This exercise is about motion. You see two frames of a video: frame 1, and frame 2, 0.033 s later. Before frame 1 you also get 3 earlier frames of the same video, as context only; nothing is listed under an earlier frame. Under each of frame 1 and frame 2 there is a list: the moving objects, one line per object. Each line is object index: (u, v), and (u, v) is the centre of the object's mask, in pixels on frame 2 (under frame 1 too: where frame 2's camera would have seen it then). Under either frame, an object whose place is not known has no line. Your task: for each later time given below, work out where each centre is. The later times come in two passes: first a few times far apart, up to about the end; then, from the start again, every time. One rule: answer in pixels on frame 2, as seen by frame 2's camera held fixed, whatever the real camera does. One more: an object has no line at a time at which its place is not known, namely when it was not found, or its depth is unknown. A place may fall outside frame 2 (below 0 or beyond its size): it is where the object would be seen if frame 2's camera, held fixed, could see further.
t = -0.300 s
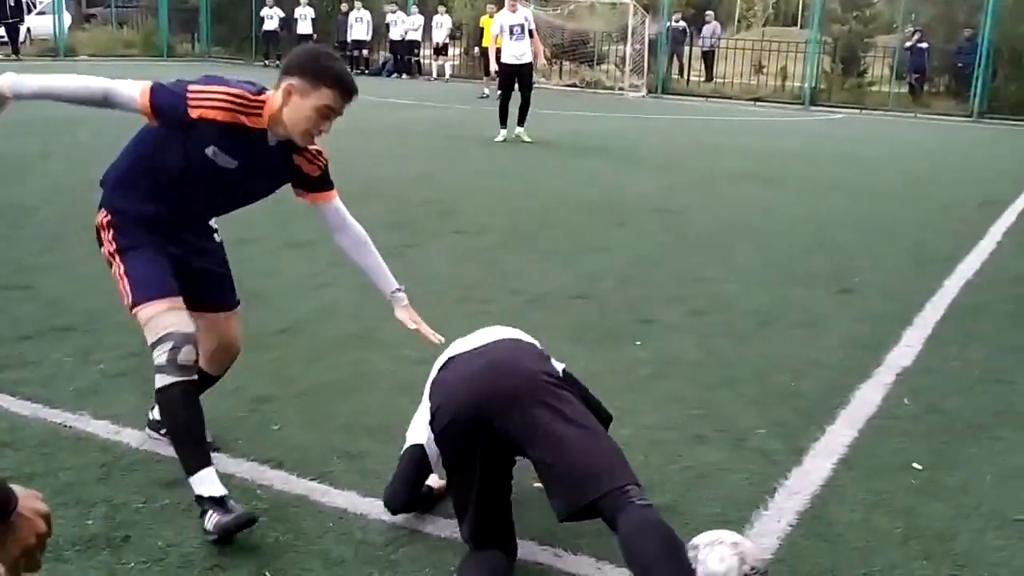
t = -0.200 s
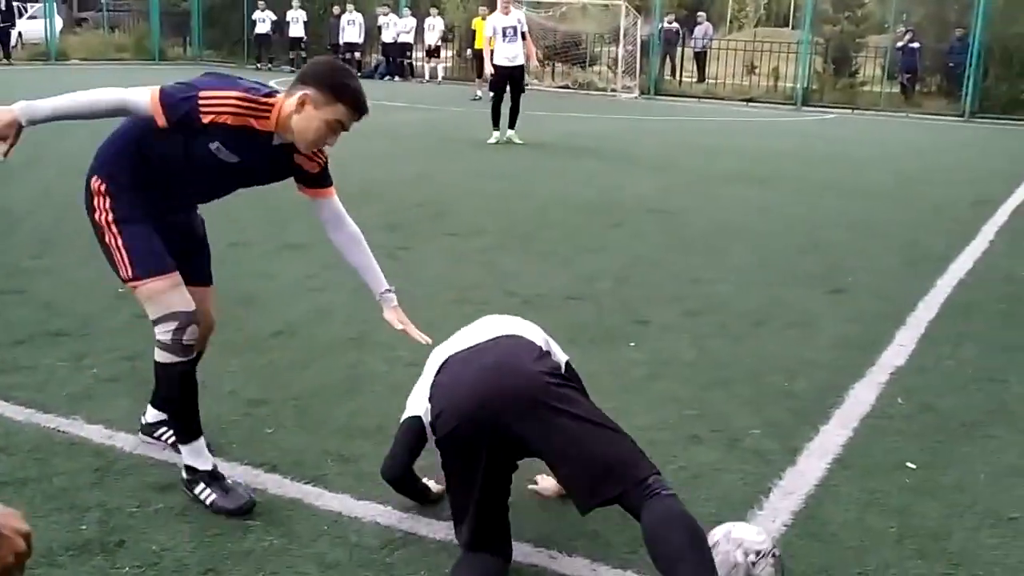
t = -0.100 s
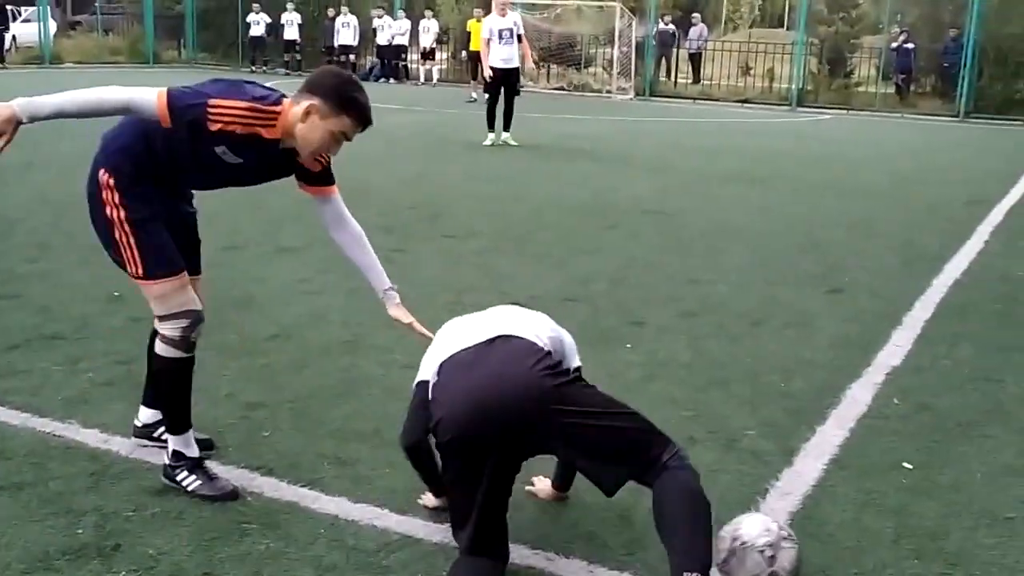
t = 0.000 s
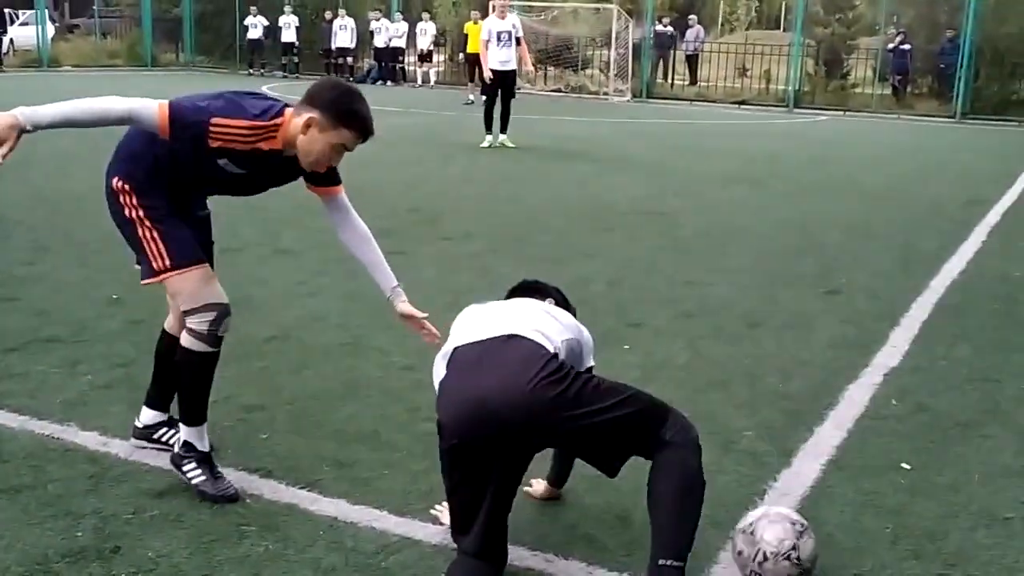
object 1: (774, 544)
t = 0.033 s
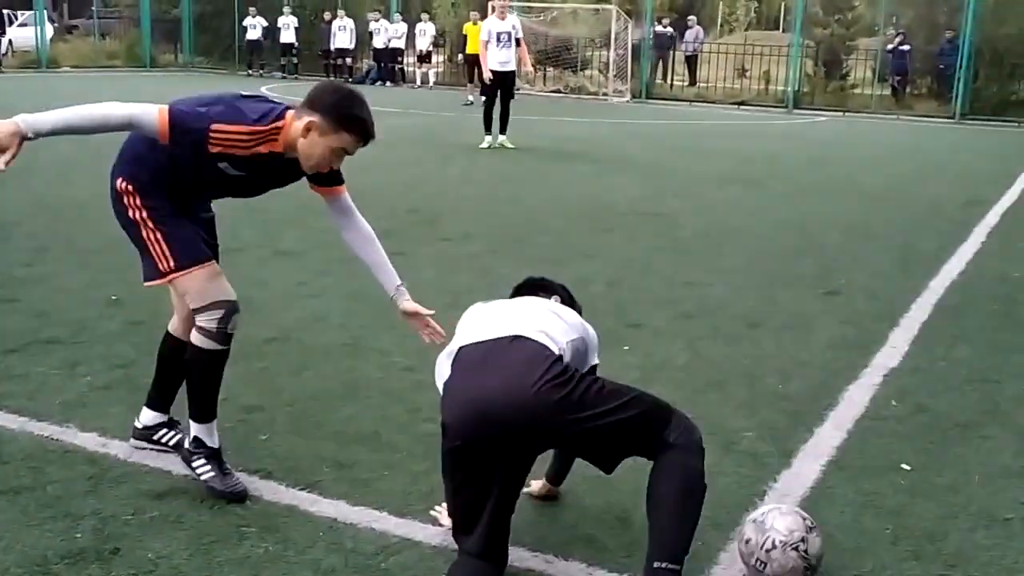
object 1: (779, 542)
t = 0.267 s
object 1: (816, 528)
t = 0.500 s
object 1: (846, 510)
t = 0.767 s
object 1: (875, 493)
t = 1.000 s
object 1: (895, 481)
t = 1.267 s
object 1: (916, 470)
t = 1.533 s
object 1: (935, 463)
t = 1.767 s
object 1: (952, 457)
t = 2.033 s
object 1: (970, 452)
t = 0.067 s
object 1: (785, 541)
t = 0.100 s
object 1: (790, 539)
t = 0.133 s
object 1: (796, 536)
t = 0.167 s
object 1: (800, 532)
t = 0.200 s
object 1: (806, 531)
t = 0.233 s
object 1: (810, 528)
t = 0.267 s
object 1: (816, 528)
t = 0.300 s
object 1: (821, 525)
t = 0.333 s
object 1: (826, 523)
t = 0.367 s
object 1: (830, 519)
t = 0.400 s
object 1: (835, 516)
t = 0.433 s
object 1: (839, 515)
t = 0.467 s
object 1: (842, 512)
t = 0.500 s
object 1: (846, 510)
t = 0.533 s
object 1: (849, 508)
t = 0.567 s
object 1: (853, 505)
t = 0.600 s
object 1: (857, 503)
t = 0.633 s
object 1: (861, 502)
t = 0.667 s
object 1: (864, 500)
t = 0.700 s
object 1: (868, 498)
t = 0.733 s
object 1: (871, 495)
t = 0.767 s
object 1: (875, 493)
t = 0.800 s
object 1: (878, 491)
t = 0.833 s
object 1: (881, 490)
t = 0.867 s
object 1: (884, 489)
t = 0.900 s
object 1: (888, 486)
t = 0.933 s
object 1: (890, 485)
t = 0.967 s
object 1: (893, 483)
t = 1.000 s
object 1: (895, 481)
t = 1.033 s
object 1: (899, 479)
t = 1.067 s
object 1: (901, 478)
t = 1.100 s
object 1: (903, 477)
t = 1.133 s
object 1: (906, 476)
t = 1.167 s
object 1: (908, 474)
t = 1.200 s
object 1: (910, 473)
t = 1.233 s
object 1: (913, 471)
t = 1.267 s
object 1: (916, 470)
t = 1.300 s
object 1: (918, 469)
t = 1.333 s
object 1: (920, 468)
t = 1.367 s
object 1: (922, 466)
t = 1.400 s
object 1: (924, 466)
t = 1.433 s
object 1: (927, 465)
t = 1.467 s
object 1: (930, 464)
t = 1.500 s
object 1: (932, 463)
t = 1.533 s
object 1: (935, 463)
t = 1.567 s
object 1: (937, 461)
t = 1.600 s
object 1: (940, 461)
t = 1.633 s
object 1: (943, 460)
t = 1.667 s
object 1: (945, 459)
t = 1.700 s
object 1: (947, 458)
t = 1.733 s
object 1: (949, 458)
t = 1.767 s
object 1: (952, 457)
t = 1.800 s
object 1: (954, 455)
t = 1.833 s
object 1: (956, 455)
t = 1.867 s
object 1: (958, 454)
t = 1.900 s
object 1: (961, 455)
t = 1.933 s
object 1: (963, 453)
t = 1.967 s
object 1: (965, 453)
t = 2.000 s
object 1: (968, 453)
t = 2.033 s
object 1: (970, 452)
